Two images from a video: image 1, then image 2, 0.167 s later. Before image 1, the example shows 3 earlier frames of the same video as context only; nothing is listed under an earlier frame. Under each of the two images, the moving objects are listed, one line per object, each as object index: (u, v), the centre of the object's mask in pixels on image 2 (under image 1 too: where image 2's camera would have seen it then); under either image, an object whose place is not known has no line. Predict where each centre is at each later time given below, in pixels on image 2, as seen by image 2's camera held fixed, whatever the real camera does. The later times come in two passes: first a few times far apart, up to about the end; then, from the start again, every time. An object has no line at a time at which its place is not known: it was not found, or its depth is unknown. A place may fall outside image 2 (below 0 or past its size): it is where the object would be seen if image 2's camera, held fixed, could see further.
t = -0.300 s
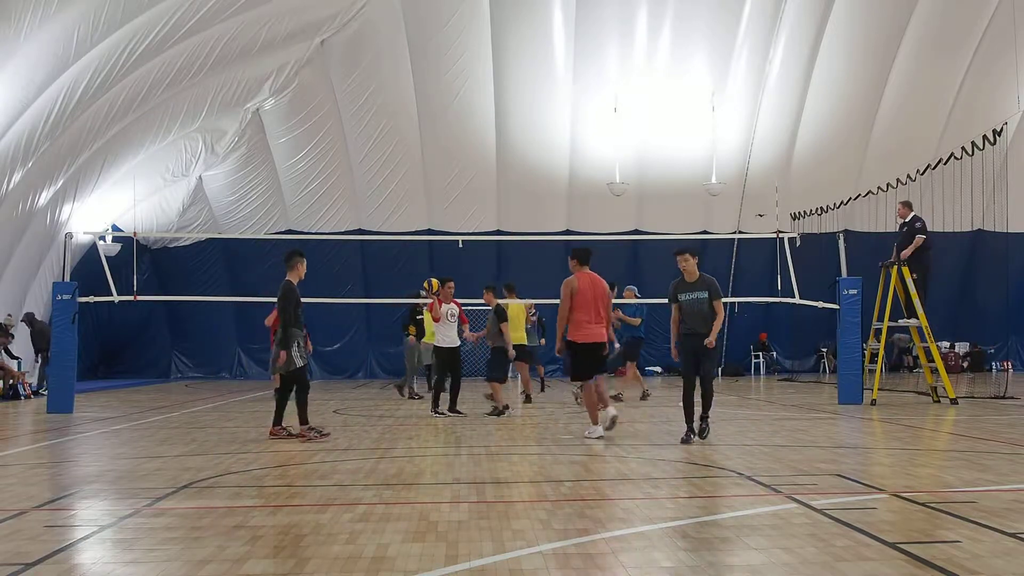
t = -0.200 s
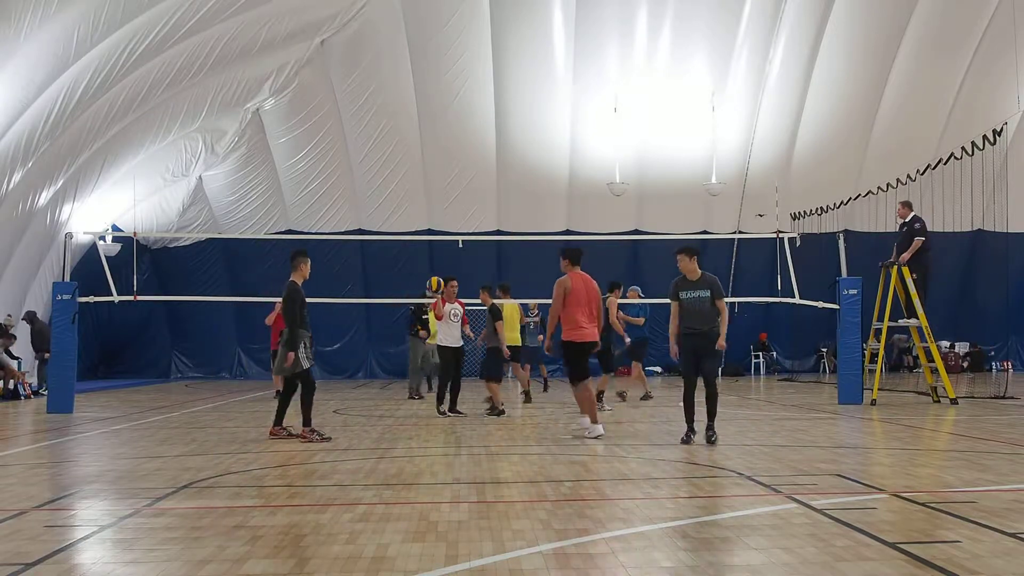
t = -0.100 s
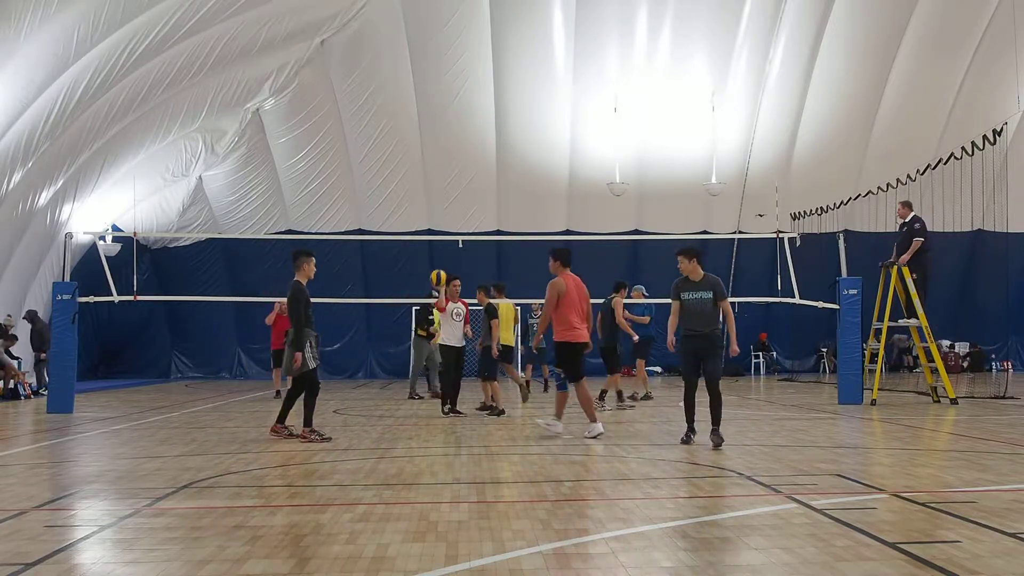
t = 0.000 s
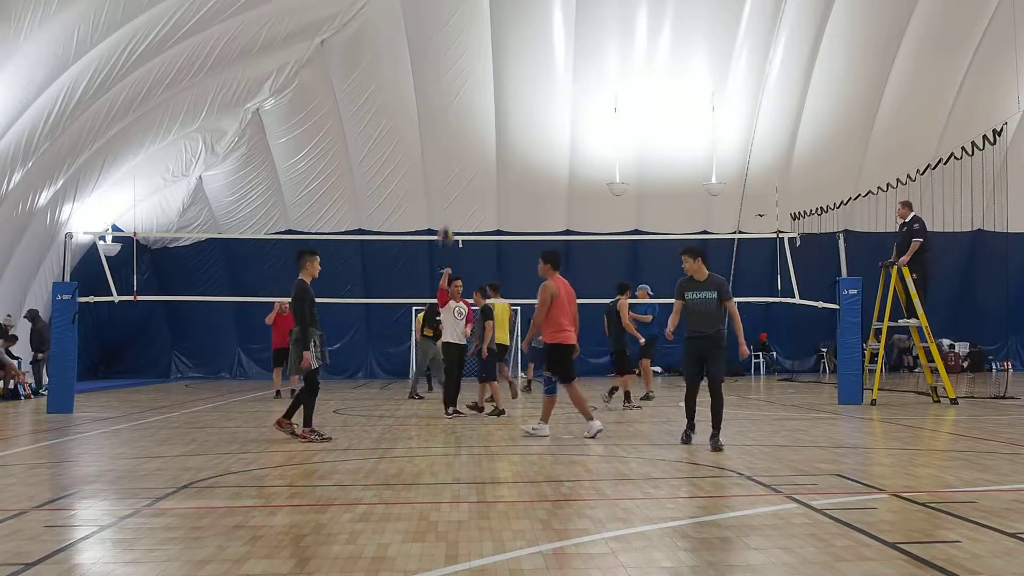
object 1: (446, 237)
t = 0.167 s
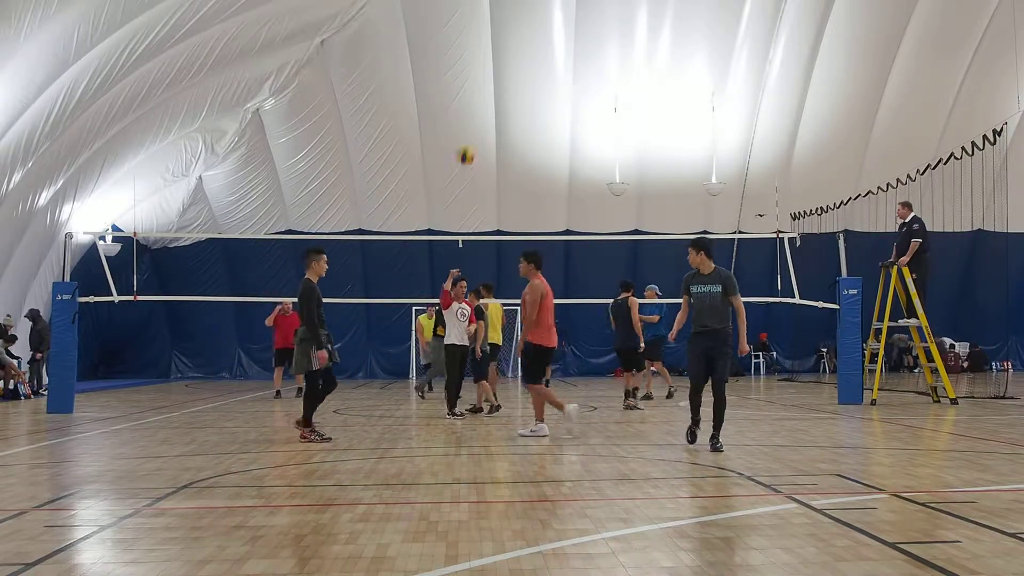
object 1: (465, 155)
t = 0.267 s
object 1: (478, 117)
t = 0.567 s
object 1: (517, 42)
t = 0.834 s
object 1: (557, 38)
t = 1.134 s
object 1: (611, 124)
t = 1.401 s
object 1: (669, 305)
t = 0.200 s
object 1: (469, 142)
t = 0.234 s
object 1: (473, 129)
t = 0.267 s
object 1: (478, 117)
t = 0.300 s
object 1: (482, 105)
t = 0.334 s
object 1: (486, 94)
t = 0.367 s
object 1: (491, 85)
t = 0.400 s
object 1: (495, 75)
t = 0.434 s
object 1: (499, 67)
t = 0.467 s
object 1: (503, 59)
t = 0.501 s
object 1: (508, 53)
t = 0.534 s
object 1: (512, 47)
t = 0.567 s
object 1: (517, 42)
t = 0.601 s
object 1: (522, 38)
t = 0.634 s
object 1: (526, 35)
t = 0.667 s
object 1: (531, 33)
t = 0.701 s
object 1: (536, 32)
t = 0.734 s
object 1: (542, 32)
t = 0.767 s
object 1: (546, 33)
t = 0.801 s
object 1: (552, 35)
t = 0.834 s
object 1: (557, 38)
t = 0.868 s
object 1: (563, 42)
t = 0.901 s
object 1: (569, 48)
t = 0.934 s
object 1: (574, 54)
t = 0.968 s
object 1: (580, 63)
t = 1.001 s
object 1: (586, 72)
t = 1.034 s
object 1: (592, 83)
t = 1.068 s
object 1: (598, 95)
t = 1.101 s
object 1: (605, 109)
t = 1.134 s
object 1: (611, 124)
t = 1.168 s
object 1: (618, 141)
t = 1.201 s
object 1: (625, 159)
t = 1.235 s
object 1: (632, 179)
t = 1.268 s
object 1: (638, 200)
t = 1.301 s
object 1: (646, 223)
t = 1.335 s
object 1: (655, 250)
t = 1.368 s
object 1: (662, 275)
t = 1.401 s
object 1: (669, 305)
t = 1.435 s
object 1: (677, 335)
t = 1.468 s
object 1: (686, 367)
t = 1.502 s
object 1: (693, 404)
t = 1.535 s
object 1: (701, 441)
